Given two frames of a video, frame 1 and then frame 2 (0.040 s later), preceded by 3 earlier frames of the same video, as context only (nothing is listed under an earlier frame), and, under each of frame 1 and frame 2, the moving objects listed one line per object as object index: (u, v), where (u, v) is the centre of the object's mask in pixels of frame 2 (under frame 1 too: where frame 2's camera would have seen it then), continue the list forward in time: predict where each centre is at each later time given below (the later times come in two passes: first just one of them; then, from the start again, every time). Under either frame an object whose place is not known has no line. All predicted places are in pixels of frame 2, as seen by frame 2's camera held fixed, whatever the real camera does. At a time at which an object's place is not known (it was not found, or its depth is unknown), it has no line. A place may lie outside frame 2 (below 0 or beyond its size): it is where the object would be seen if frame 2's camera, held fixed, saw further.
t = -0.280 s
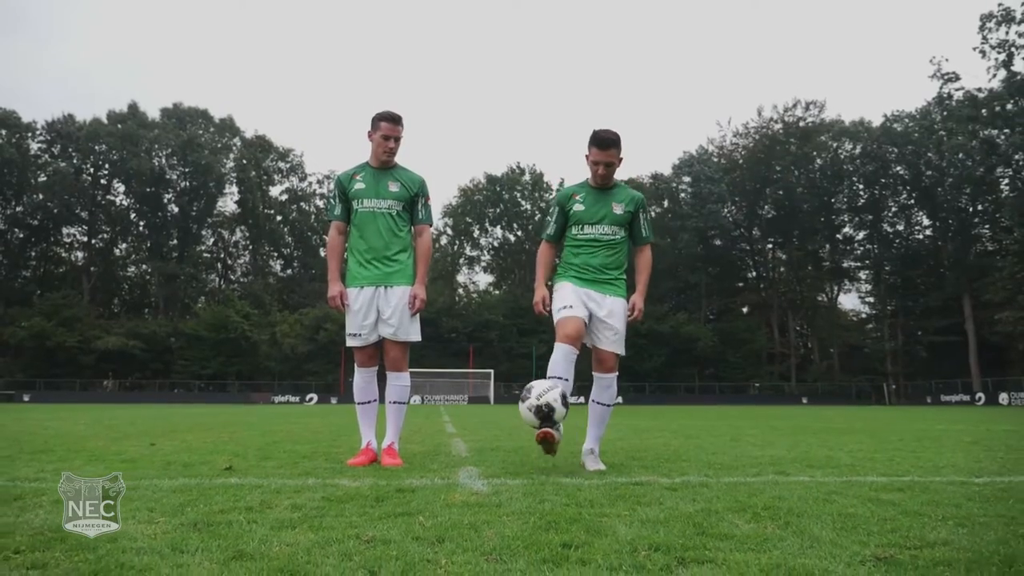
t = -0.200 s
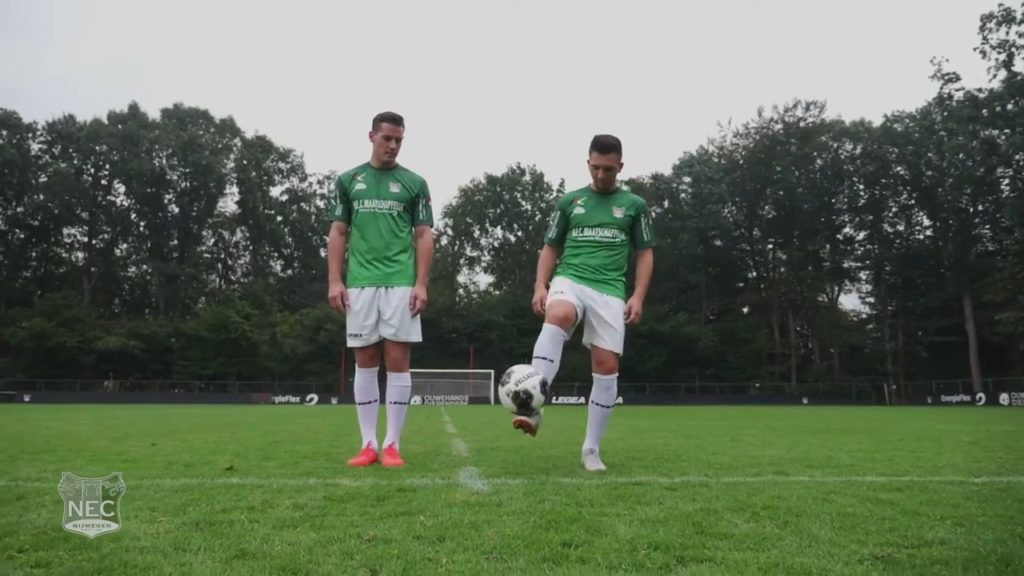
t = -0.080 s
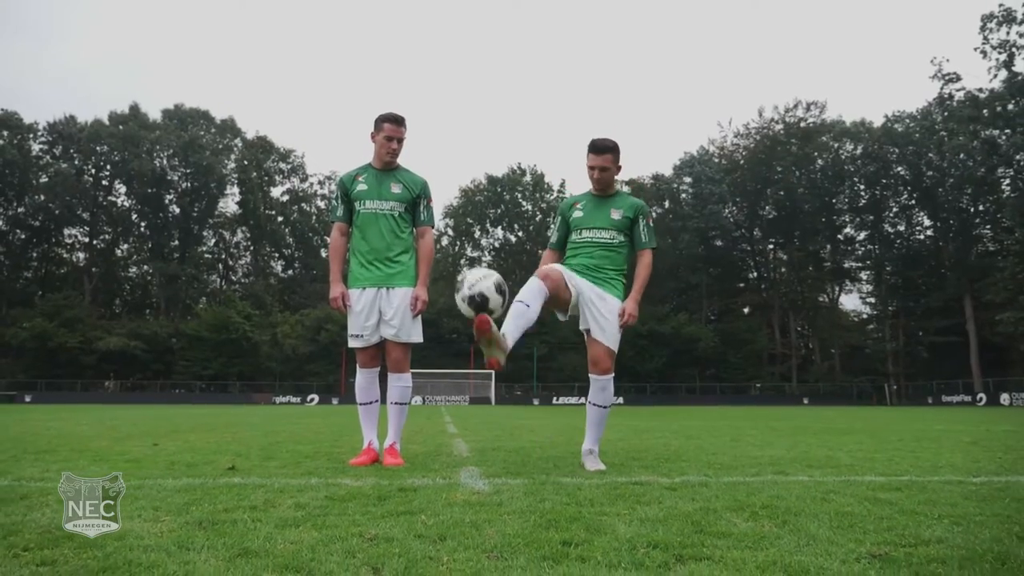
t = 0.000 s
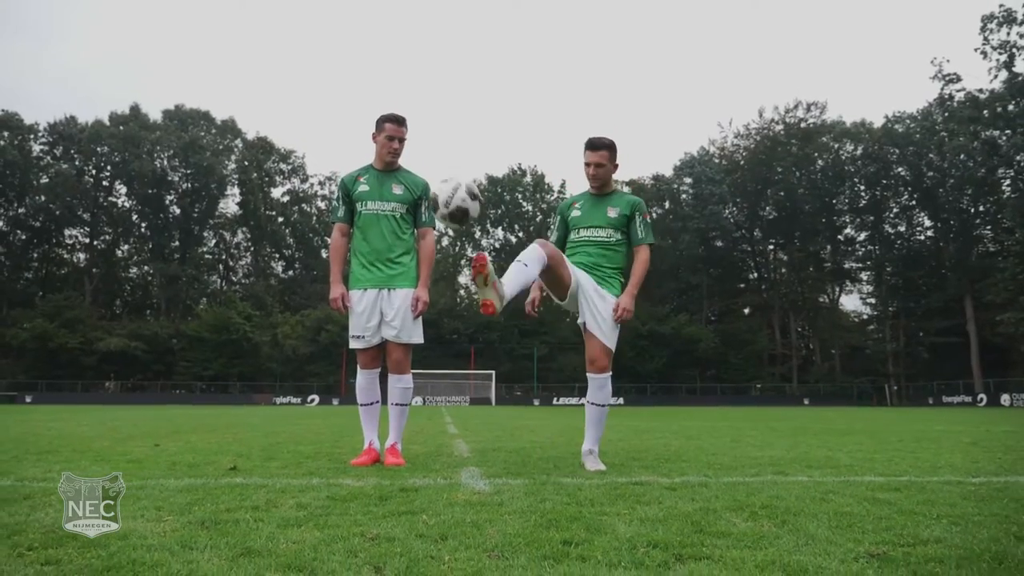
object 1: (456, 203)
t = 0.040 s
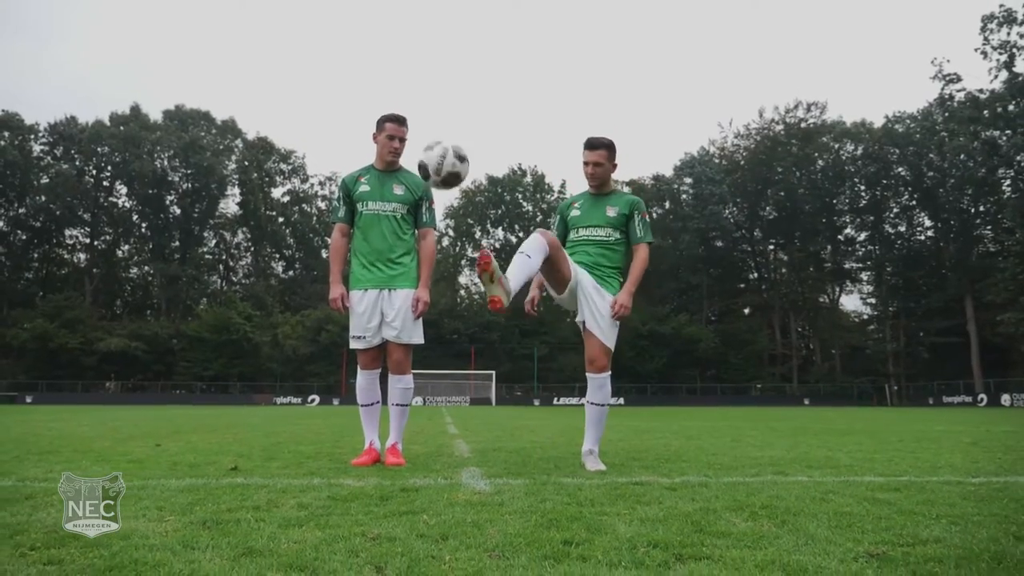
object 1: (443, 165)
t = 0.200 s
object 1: (393, 49)
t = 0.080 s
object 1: (431, 132)
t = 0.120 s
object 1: (419, 101)
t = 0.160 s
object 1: (407, 75)
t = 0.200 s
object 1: (393, 49)
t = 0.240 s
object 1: (381, 28)
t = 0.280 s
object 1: (368, 13)
